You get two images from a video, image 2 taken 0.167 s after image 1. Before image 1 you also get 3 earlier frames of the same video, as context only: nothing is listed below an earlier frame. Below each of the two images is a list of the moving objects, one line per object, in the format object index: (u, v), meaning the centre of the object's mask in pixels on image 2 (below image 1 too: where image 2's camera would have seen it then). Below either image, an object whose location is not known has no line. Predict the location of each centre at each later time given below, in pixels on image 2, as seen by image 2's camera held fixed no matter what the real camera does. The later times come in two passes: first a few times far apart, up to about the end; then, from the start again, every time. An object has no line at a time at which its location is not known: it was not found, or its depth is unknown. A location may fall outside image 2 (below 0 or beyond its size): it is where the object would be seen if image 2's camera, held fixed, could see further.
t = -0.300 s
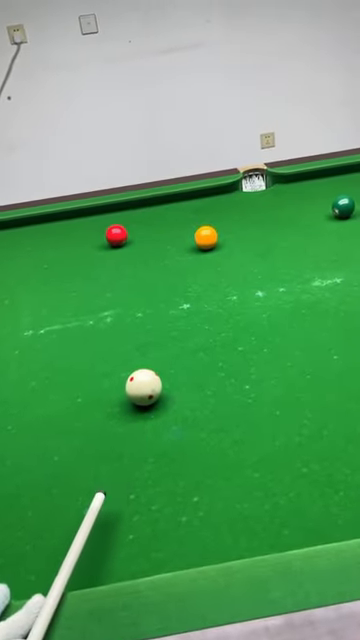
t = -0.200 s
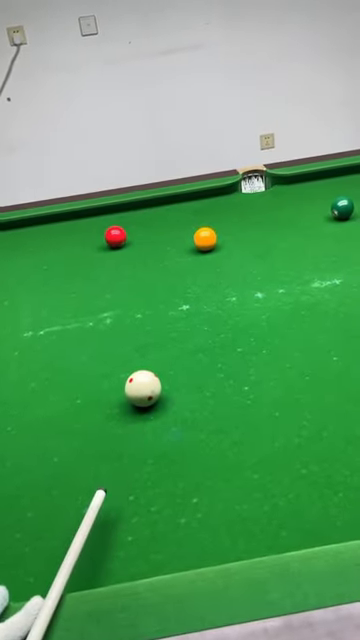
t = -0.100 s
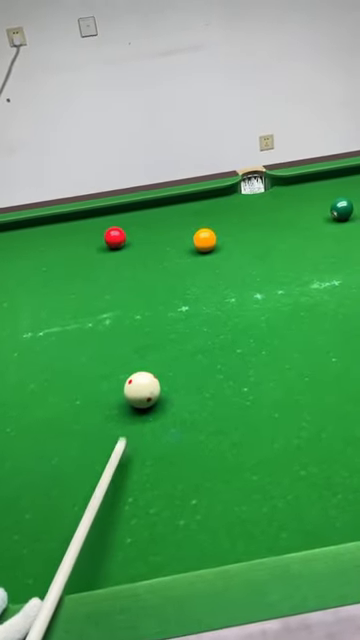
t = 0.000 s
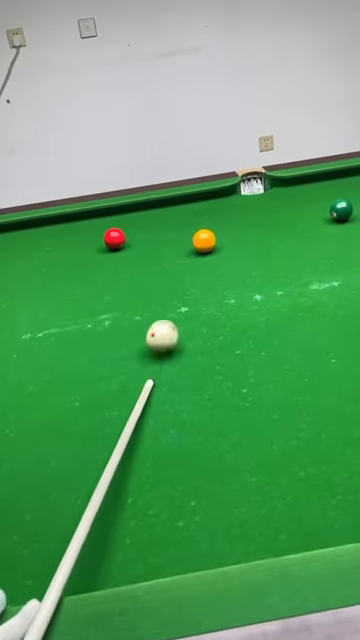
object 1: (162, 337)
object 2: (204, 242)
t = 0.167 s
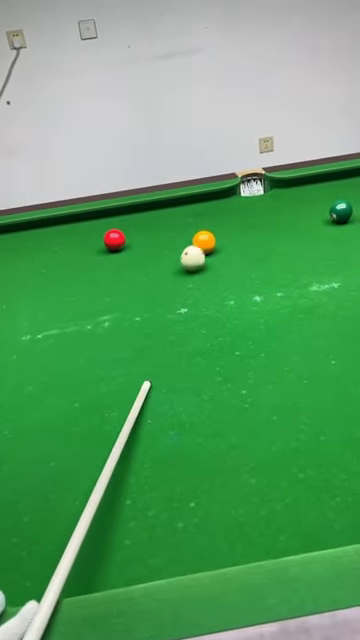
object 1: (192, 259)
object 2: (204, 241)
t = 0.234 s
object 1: (189, 252)
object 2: (215, 229)
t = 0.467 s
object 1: (164, 255)
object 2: (252, 188)
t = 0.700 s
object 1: (142, 257)
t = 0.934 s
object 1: (123, 259)
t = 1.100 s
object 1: (110, 261)
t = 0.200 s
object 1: (193, 252)
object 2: (208, 237)
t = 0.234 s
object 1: (189, 252)
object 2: (215, 229)
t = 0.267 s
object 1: (185, 253)
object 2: (222, 221)
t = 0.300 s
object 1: (182, 253)
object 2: (228, 215)
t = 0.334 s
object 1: (178, 253)
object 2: (233, 209)
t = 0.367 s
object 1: (175, 254)
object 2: (238, 203)
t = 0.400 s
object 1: (171, 254)
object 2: (243, 198)
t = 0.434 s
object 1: (168, 254)
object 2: (247, 193)
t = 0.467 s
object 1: (164, 255)
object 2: (252, 188)
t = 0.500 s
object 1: (161, 255)
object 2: (256, 184)
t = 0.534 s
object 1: (158, 255)
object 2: (260, 183)
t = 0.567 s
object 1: (155, 256)
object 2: (253, 188)
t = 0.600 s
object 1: (152, 256)
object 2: (249, 193)
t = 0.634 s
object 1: (149, 257)
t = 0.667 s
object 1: (145, 257)
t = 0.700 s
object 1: (142, 257)
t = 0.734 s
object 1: (139, 257)
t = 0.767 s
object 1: (137, 258)
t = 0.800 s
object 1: (134, 258)
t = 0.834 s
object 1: (131, 259)
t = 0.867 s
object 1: (128, 259)
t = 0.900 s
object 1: (125, 259)
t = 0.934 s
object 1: (123, 259)
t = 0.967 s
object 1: (120, 260)
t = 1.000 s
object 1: (117, 260)
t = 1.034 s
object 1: (115, 260)
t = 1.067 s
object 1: (112, 261)
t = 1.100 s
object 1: (110, 261)
